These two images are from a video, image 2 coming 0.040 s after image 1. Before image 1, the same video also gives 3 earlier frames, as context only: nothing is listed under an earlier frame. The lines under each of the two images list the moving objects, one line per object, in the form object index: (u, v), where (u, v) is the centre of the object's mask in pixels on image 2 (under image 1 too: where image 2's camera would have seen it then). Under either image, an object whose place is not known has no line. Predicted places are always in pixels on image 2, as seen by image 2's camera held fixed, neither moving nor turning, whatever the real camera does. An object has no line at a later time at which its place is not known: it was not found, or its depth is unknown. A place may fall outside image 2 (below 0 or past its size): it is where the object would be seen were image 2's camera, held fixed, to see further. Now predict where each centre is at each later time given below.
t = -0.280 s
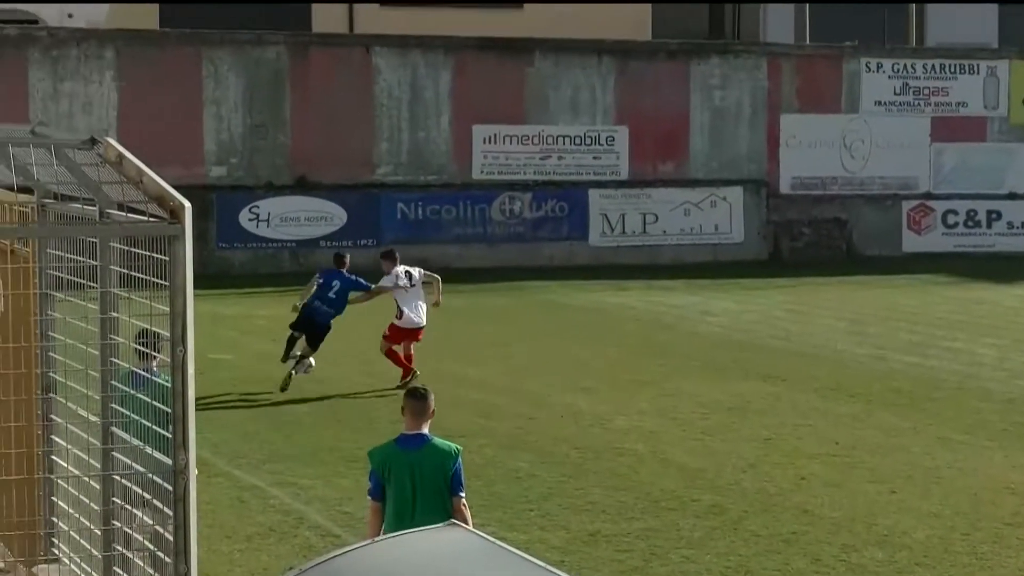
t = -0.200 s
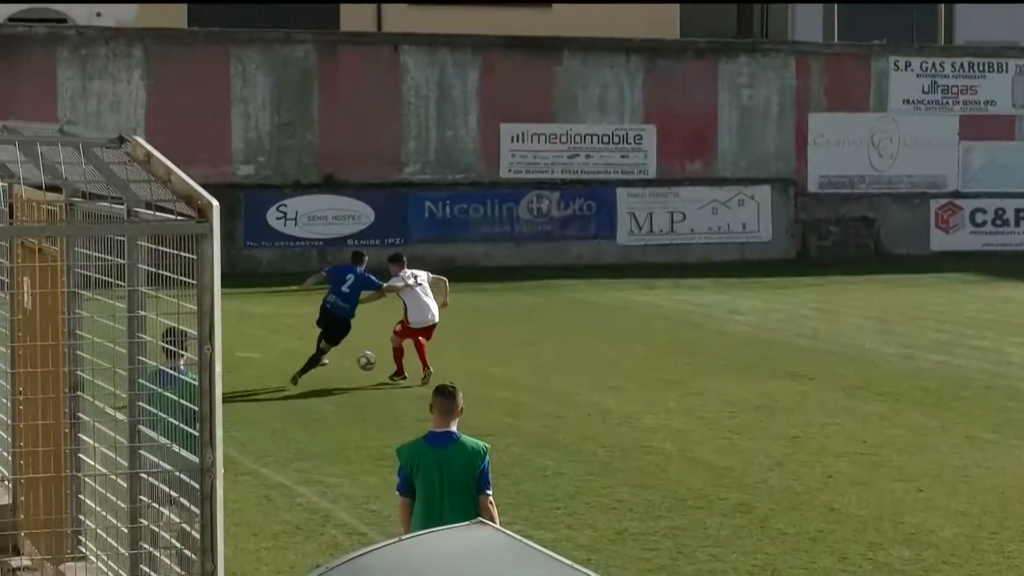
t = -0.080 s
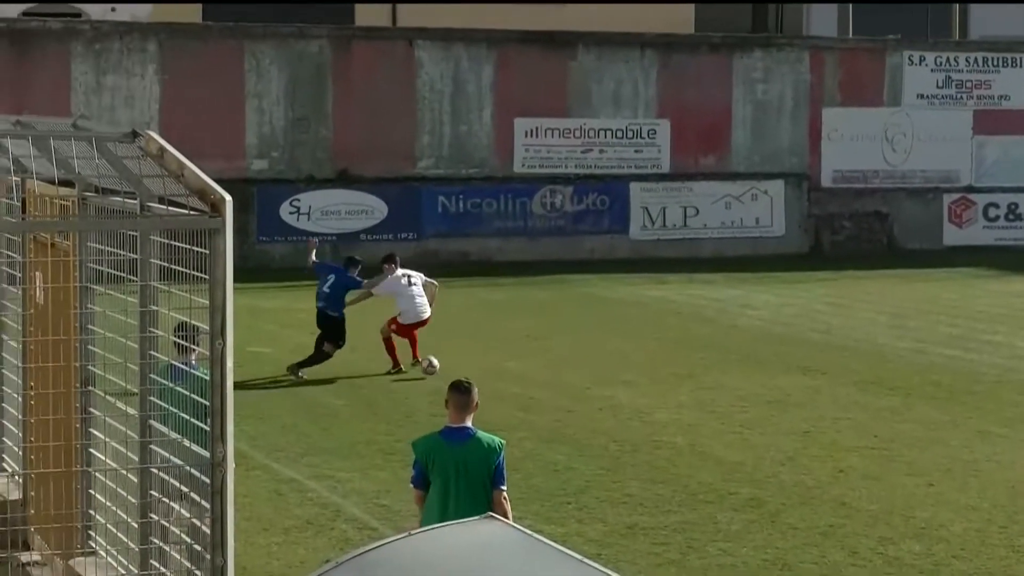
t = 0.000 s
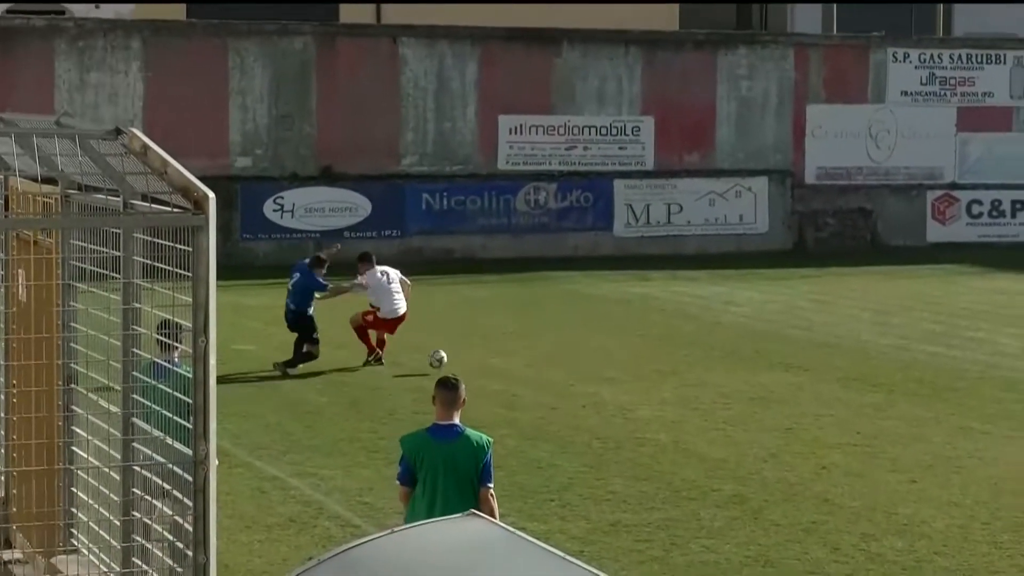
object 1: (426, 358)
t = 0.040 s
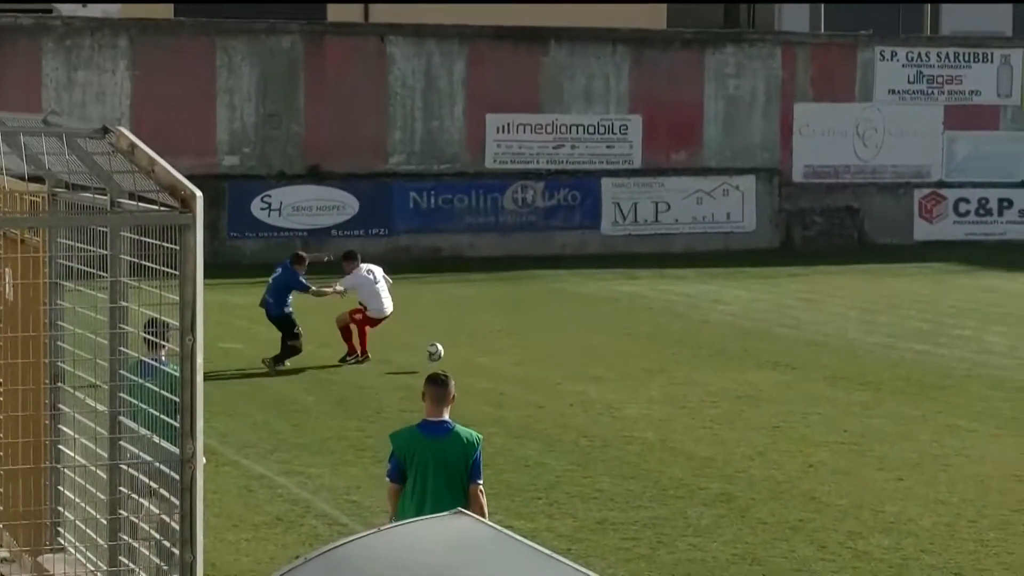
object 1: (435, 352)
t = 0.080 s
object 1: (443, 348)
